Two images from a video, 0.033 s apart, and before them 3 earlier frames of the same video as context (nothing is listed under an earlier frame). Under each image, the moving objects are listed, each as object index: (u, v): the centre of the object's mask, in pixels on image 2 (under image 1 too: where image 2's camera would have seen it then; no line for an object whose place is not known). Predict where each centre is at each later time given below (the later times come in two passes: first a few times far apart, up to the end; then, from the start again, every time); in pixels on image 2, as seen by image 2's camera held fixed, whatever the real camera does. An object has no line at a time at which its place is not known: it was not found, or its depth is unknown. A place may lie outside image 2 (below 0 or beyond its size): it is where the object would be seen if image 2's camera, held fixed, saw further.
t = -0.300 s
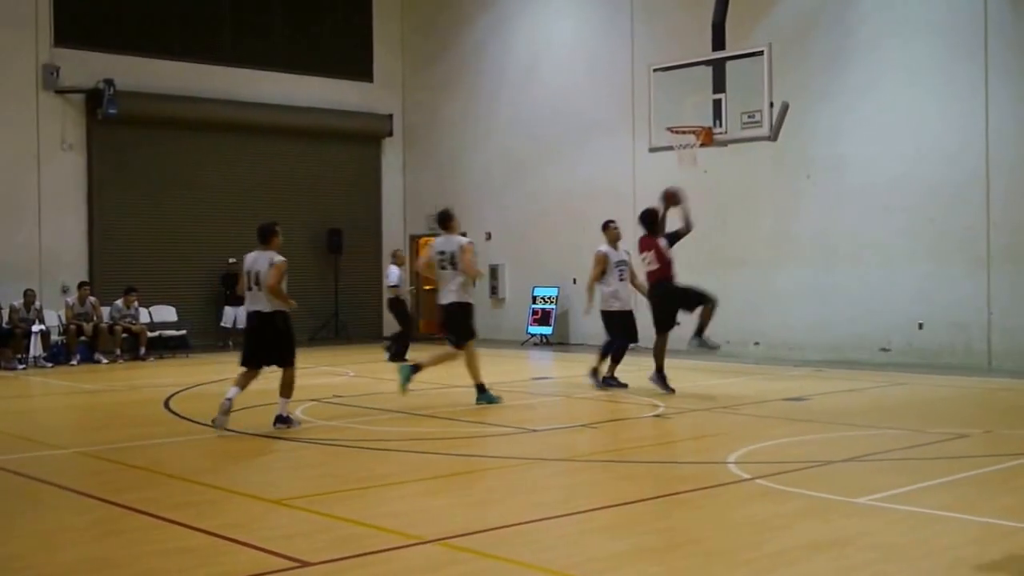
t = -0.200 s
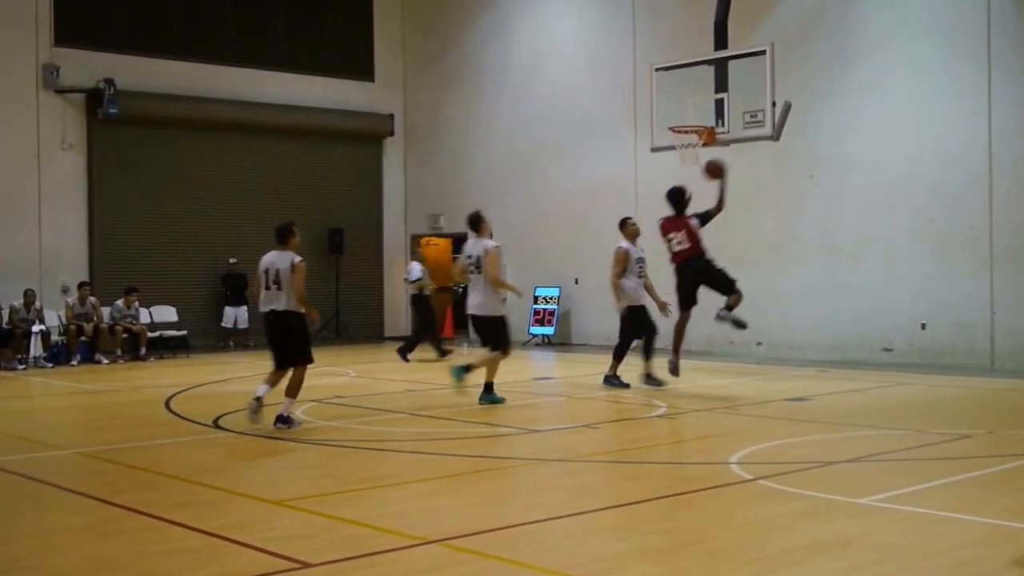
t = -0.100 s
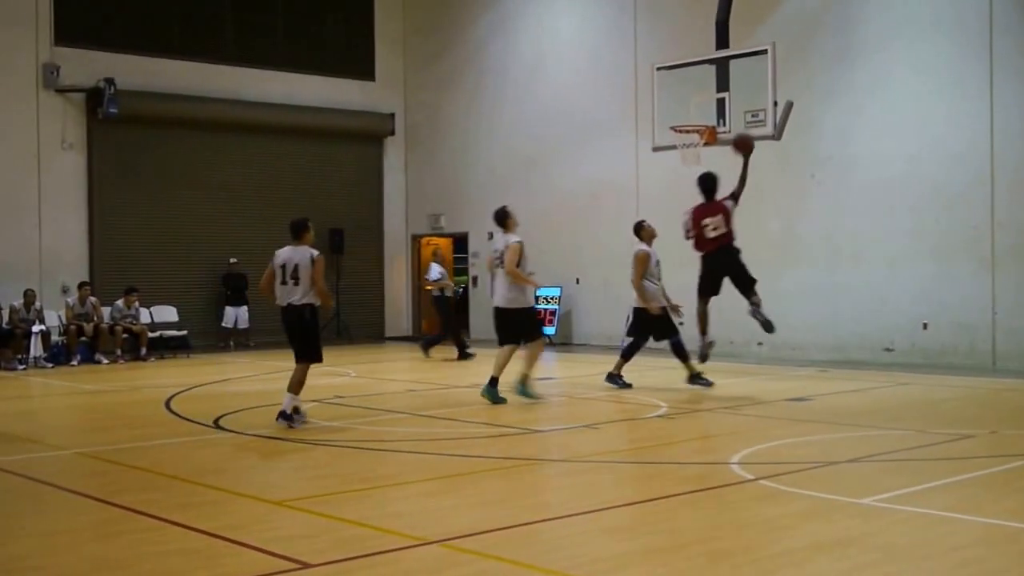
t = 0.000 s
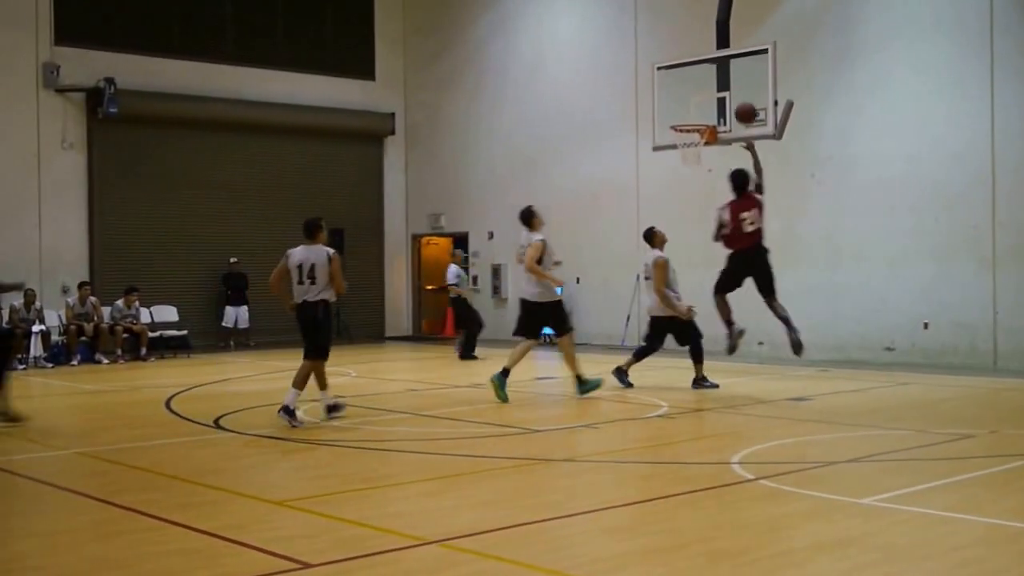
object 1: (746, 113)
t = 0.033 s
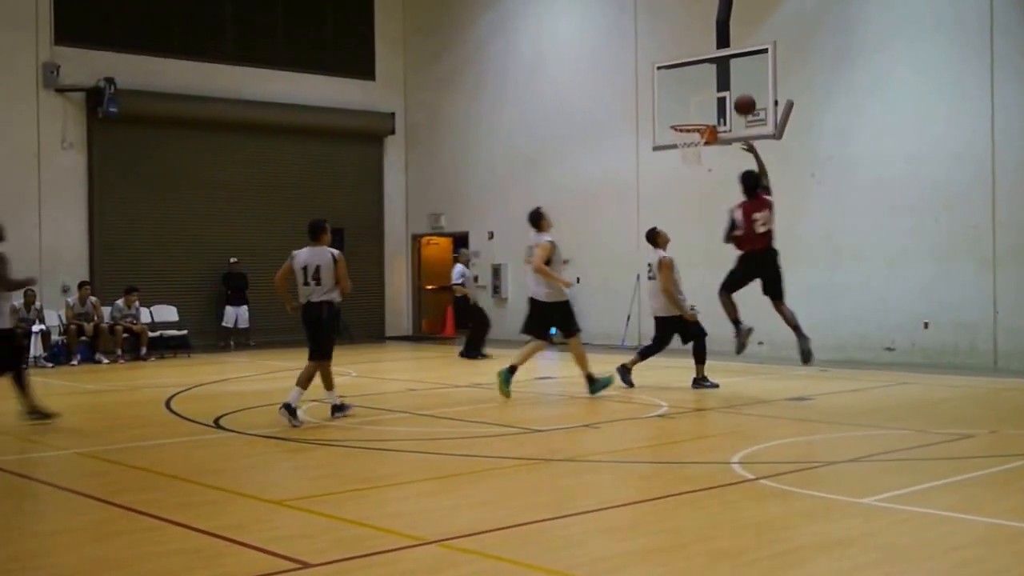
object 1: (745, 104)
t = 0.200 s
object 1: (739, 81)
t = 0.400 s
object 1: (733, 86)
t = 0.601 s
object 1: (716, 114)
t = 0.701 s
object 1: (720, 114)
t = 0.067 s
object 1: (744, 98)
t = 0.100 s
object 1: (742, 92)
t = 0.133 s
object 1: (741, 88)
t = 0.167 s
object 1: (740, 84)
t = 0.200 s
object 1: (739, 81)
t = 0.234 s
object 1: (738, 80)
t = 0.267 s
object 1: (737, 79)
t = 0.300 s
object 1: (737, 80)
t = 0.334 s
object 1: (736, 81)
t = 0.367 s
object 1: (734, 83)
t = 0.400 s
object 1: (733, 86)
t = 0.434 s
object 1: (732, 90)
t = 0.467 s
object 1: (731, 95)
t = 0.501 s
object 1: (731, 101)
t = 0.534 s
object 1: (727, 104)
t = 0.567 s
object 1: (721, 109)
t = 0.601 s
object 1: (716, 114)
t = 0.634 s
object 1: (714, 118)
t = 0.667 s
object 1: (717, 115)
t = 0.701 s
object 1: (720, 114)
